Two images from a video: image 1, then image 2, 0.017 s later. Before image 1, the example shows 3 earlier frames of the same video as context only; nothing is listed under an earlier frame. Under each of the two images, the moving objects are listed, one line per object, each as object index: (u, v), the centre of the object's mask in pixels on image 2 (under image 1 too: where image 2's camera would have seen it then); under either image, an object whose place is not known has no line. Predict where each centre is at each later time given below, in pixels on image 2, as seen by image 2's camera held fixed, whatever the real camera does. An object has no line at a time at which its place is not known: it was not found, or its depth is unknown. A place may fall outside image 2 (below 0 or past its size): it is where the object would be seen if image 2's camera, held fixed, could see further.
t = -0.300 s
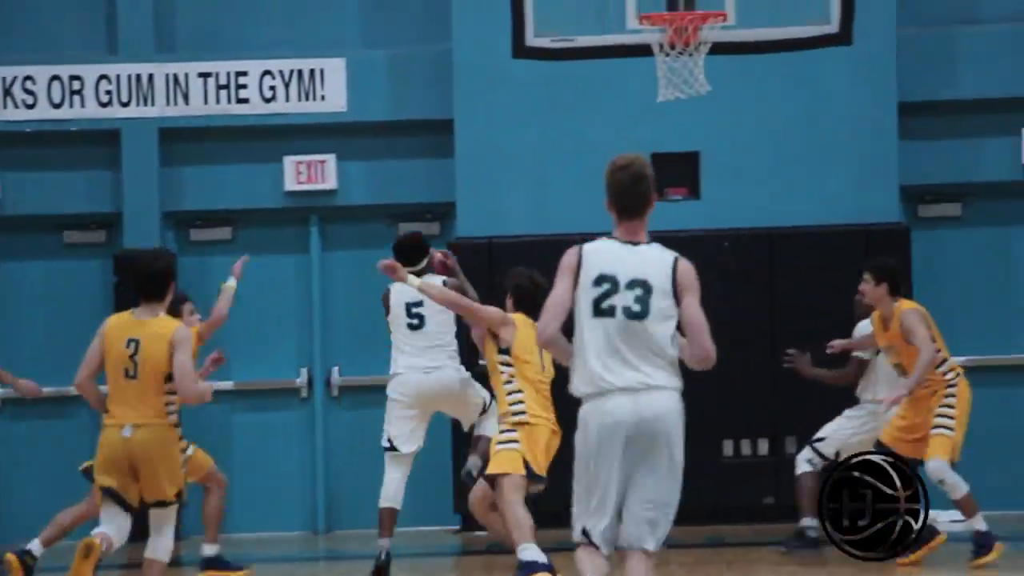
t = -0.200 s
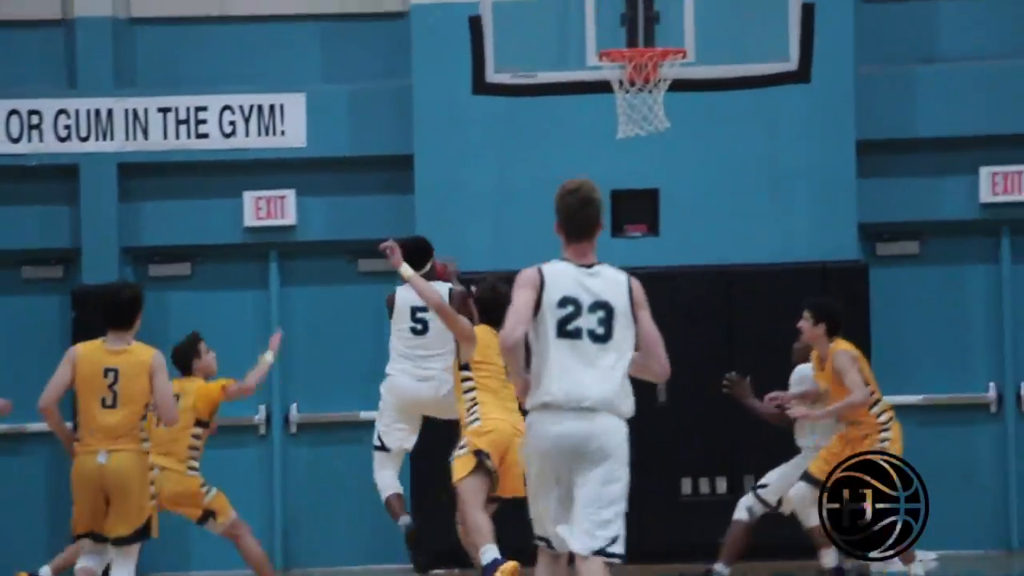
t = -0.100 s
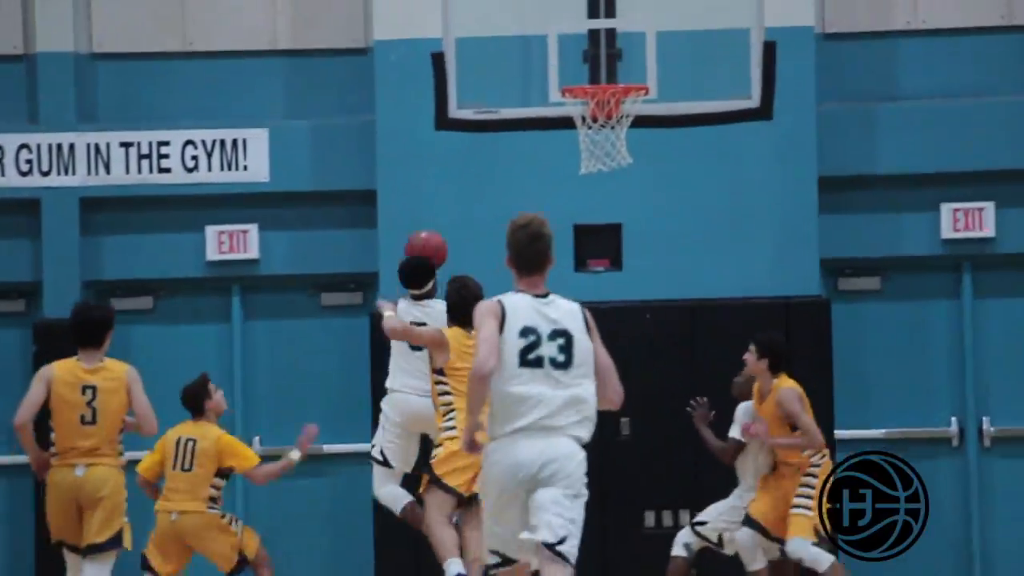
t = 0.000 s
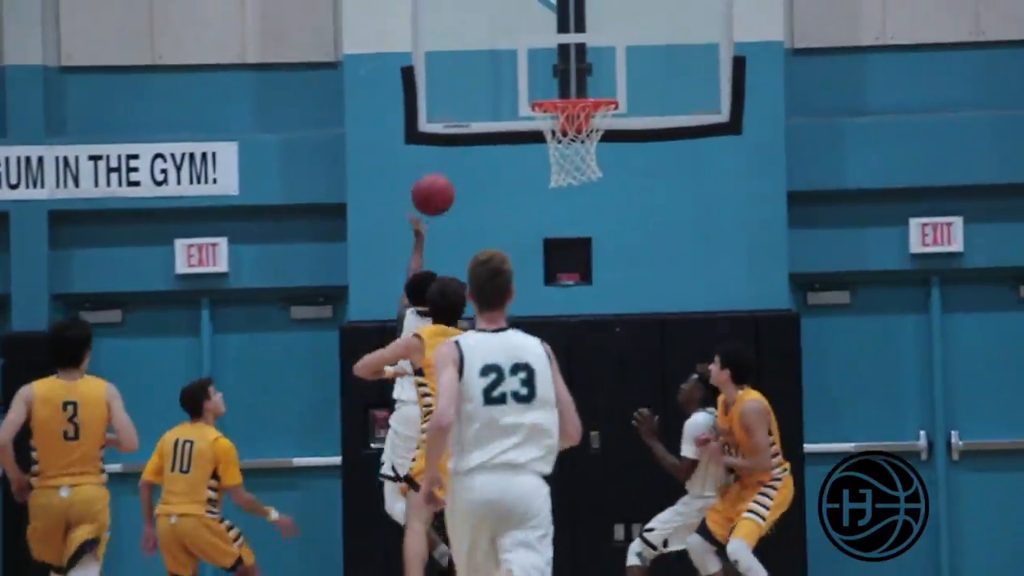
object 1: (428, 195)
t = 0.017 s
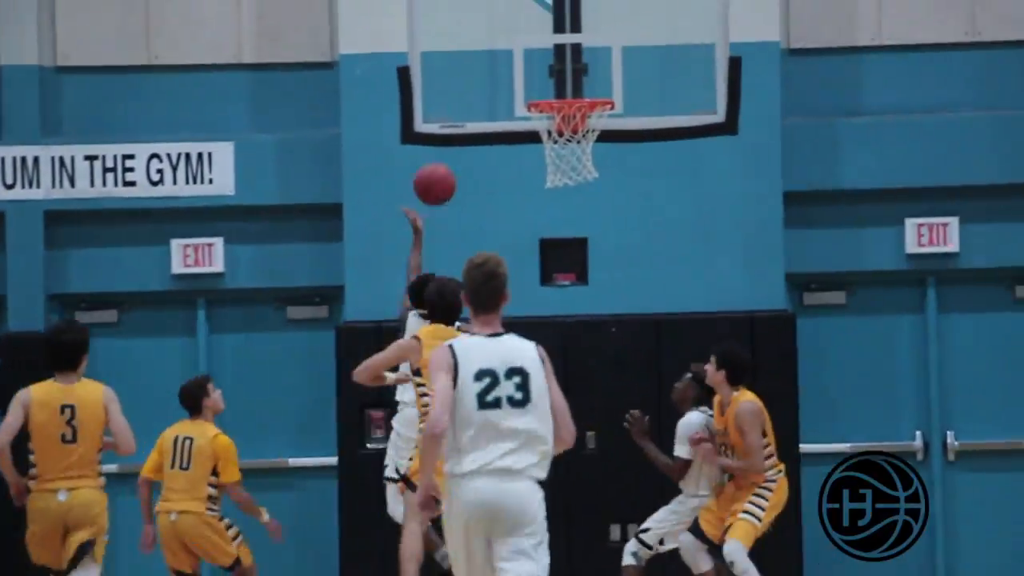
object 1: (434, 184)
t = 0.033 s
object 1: (441, 174)
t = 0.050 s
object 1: (447, 165)
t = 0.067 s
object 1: (453, 155)
